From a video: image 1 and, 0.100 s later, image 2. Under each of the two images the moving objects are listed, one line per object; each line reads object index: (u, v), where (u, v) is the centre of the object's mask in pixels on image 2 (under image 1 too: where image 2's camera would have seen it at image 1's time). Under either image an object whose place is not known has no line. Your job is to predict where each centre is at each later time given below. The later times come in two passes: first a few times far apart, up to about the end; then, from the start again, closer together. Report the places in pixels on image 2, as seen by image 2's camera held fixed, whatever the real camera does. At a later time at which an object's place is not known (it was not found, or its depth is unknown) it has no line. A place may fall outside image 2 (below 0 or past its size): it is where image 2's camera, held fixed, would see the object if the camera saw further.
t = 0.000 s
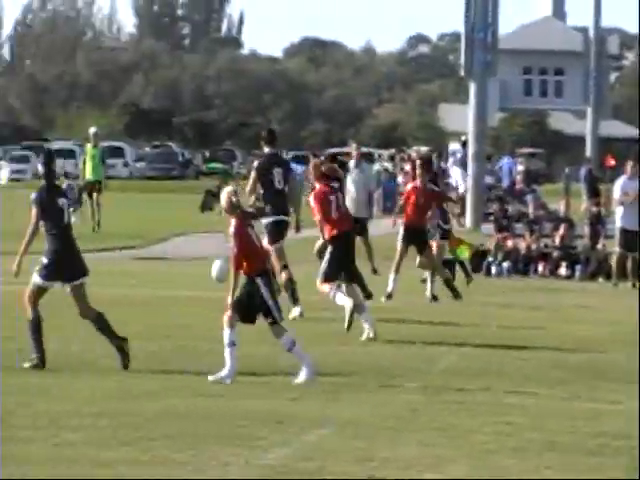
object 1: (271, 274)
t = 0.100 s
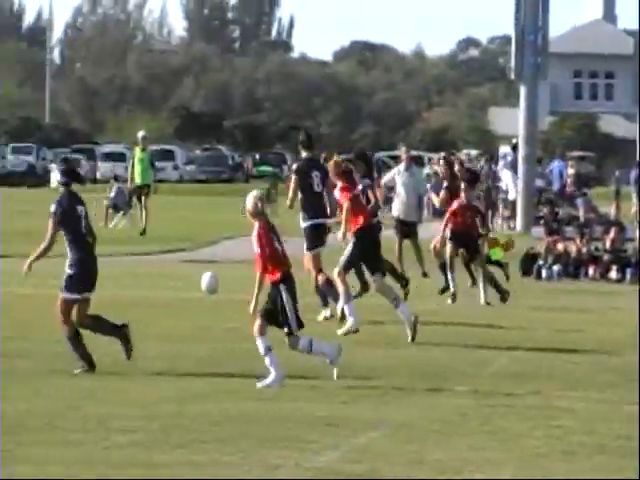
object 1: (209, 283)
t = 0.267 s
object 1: (124, 265)
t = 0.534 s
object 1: (-9, 276)
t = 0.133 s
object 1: (193, 275)
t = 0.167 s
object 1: (175, 271)
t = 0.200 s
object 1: (158, 267)
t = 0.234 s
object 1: (141, 266)
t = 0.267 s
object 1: (124, 265)
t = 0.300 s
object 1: (107, 265)
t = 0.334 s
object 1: (90, 266)
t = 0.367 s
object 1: (72, 268)
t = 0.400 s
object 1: (54, 273)
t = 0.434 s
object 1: (37, 278)
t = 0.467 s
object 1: (19, 283)
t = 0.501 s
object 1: (5, 280)
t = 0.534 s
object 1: (-9, 276)
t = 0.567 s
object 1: (-24, 275)
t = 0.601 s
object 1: (-39, 275)
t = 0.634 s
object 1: (-53, 276)
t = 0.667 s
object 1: (-68, 278)
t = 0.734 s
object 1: (-96, 284)
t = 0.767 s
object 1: (-110, 282)
